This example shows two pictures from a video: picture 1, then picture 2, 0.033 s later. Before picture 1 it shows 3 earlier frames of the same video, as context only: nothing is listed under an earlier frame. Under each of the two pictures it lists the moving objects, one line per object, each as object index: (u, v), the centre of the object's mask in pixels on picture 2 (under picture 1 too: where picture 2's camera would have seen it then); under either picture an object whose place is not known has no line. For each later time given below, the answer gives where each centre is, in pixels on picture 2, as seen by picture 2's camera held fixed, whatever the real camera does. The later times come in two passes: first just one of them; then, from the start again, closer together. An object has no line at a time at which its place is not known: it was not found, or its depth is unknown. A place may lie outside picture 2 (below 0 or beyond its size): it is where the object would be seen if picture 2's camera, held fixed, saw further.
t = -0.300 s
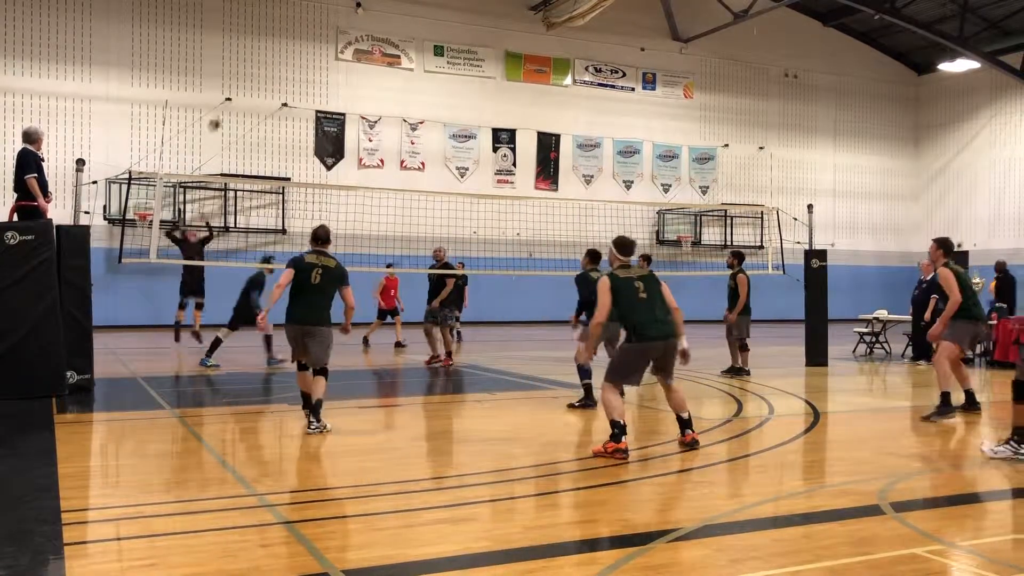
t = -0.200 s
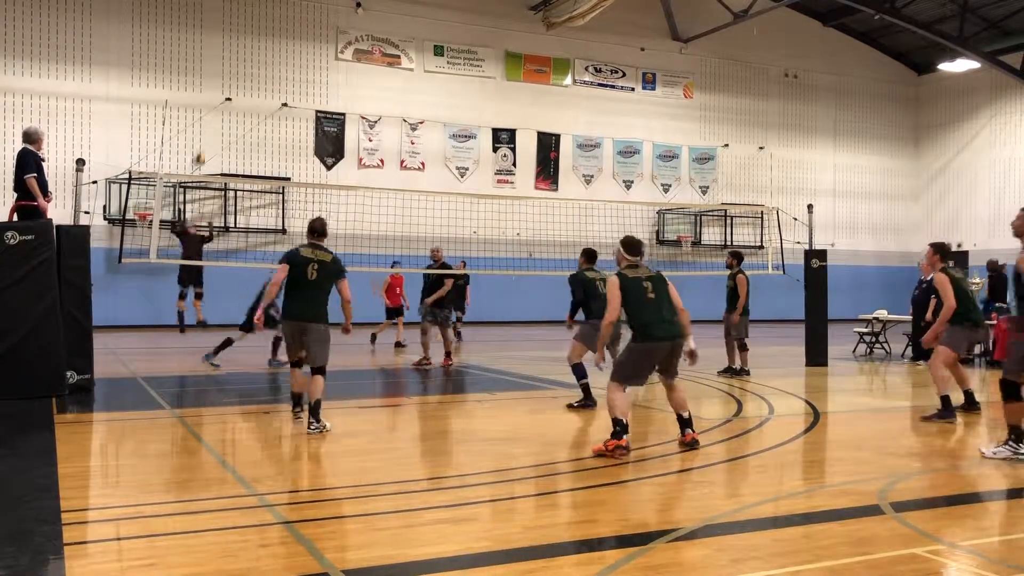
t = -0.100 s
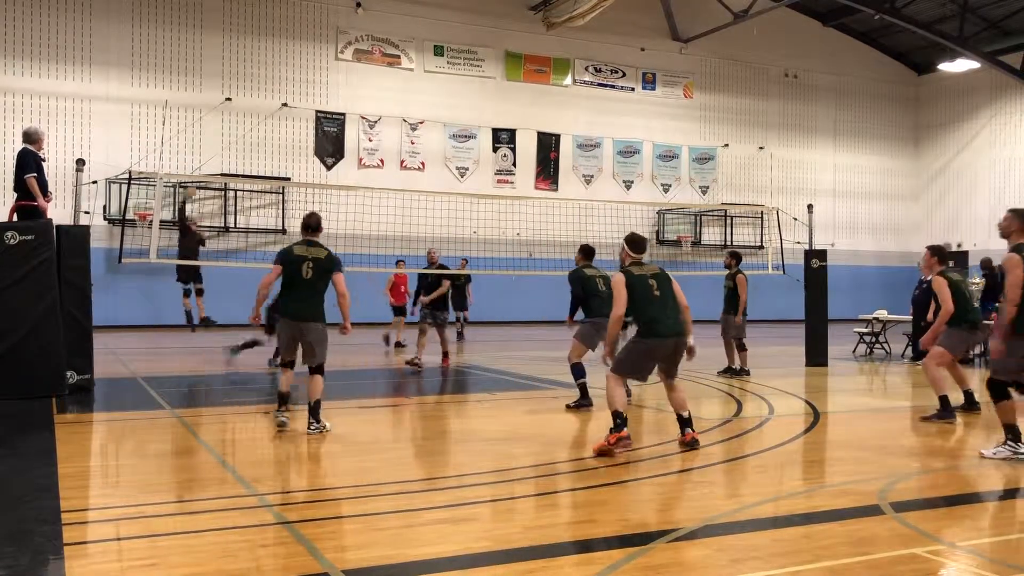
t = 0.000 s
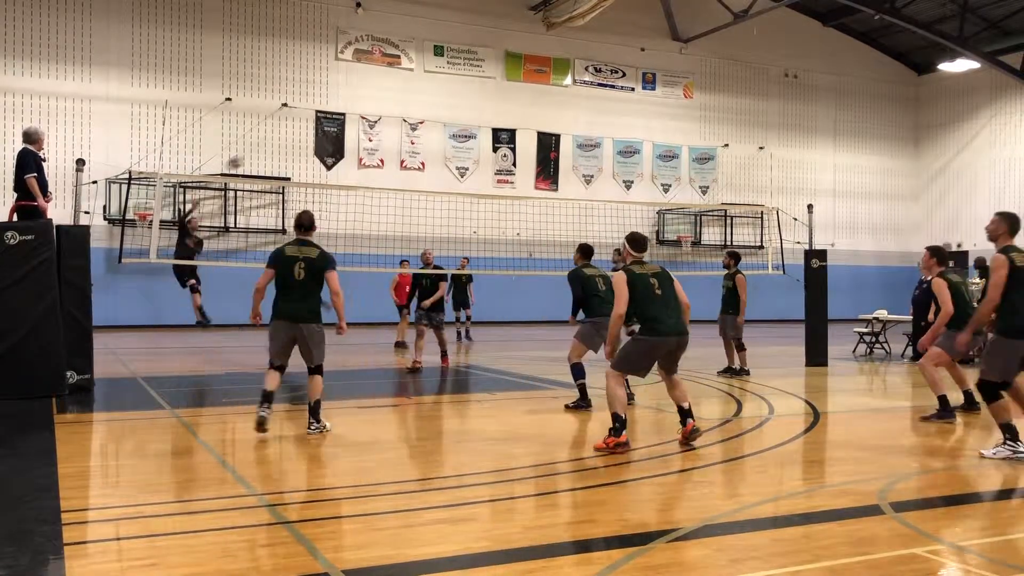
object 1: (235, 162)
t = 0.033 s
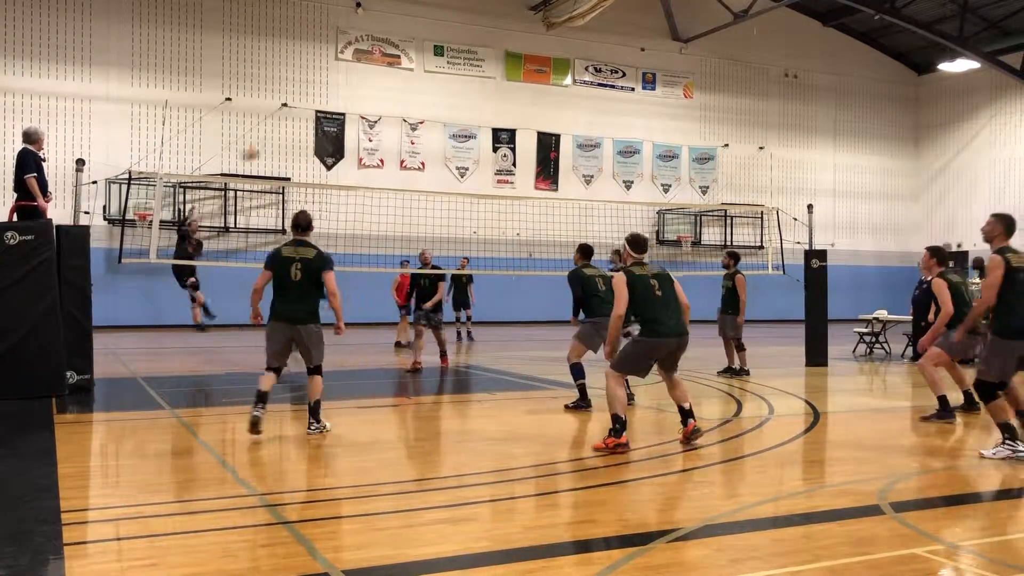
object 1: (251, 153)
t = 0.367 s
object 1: (449, 96)
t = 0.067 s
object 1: (268, 146)
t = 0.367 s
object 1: (449, 96)
